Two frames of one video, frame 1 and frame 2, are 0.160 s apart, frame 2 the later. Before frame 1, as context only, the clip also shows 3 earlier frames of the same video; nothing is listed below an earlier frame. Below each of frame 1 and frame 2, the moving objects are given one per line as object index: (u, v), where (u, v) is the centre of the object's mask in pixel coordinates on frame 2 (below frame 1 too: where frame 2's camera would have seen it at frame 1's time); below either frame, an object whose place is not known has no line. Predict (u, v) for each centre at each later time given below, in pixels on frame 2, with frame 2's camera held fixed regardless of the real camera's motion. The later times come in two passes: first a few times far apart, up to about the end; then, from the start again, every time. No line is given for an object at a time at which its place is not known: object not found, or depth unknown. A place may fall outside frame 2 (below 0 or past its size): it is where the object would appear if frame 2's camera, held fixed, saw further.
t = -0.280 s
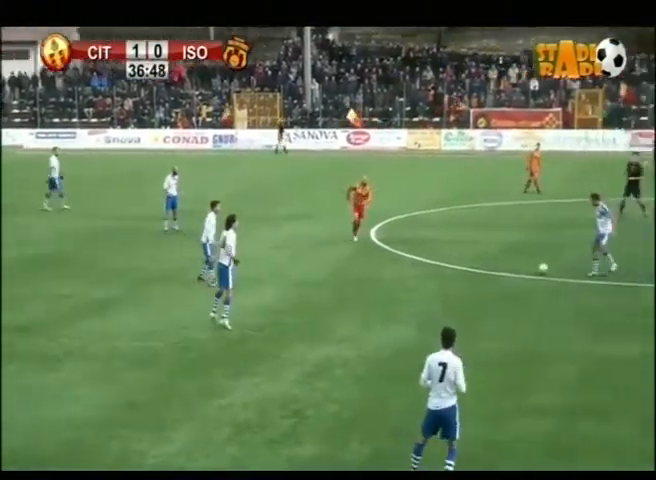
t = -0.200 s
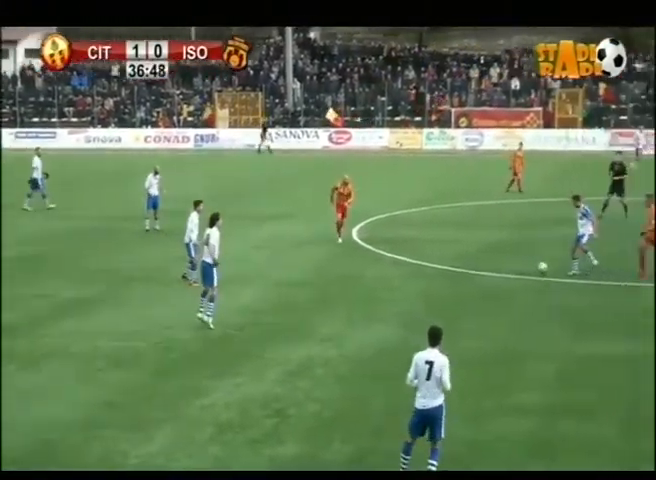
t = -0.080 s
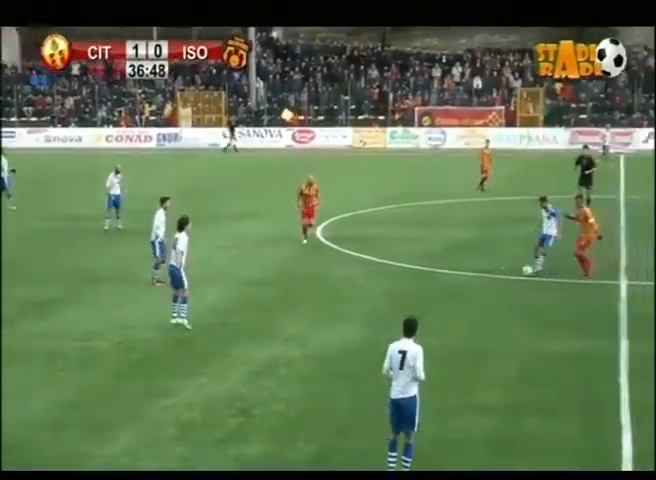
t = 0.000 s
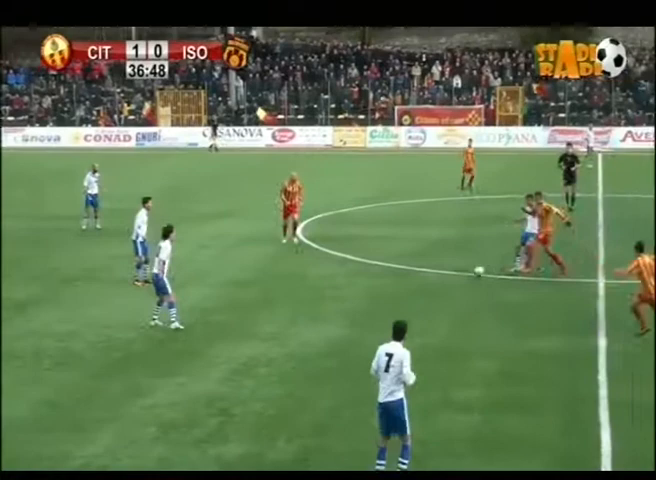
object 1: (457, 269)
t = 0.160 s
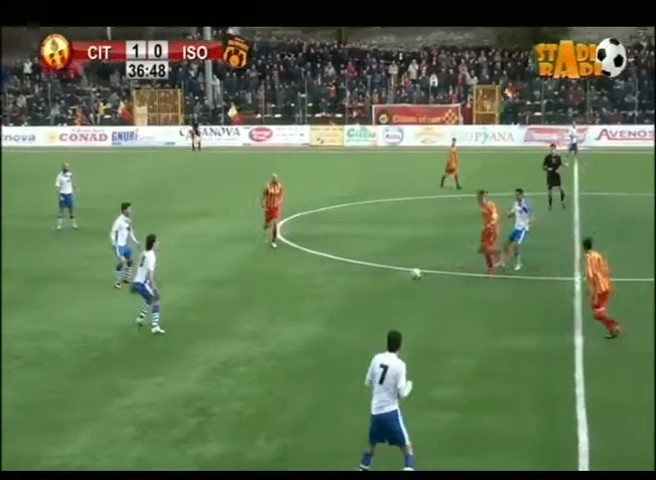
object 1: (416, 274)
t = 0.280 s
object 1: (391, 279)
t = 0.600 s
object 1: (326, 285)
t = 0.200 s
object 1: (406, 274)
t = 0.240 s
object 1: (396, 278)
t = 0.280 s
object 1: (391, 279)
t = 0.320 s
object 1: (383, 278)
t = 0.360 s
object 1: (371, 280)
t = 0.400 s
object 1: (362, 281)
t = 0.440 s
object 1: (355, 281)
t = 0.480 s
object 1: (351, 281)
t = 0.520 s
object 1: (344, 282)
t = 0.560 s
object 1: (337, 284)
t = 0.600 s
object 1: (326, 285)
